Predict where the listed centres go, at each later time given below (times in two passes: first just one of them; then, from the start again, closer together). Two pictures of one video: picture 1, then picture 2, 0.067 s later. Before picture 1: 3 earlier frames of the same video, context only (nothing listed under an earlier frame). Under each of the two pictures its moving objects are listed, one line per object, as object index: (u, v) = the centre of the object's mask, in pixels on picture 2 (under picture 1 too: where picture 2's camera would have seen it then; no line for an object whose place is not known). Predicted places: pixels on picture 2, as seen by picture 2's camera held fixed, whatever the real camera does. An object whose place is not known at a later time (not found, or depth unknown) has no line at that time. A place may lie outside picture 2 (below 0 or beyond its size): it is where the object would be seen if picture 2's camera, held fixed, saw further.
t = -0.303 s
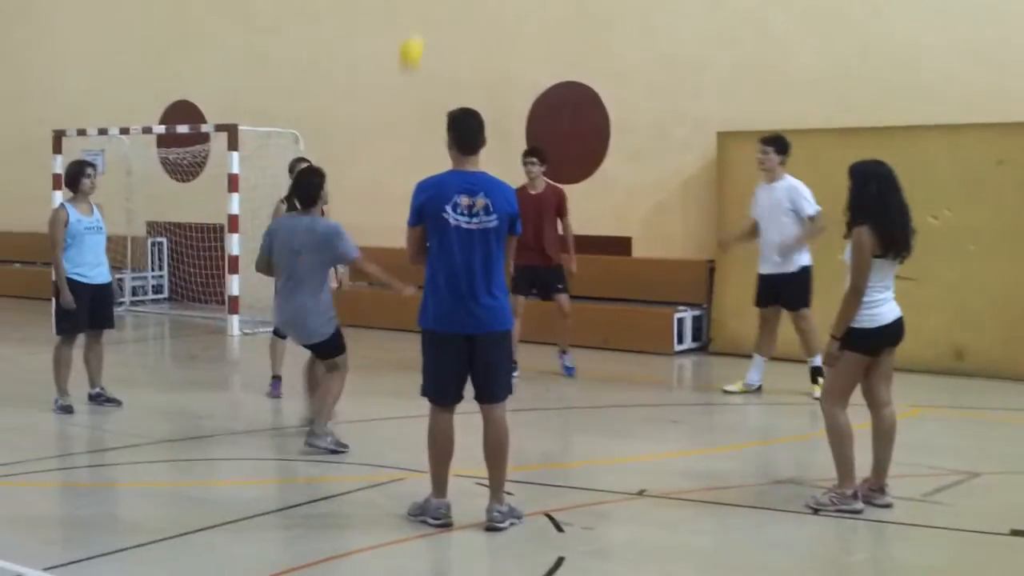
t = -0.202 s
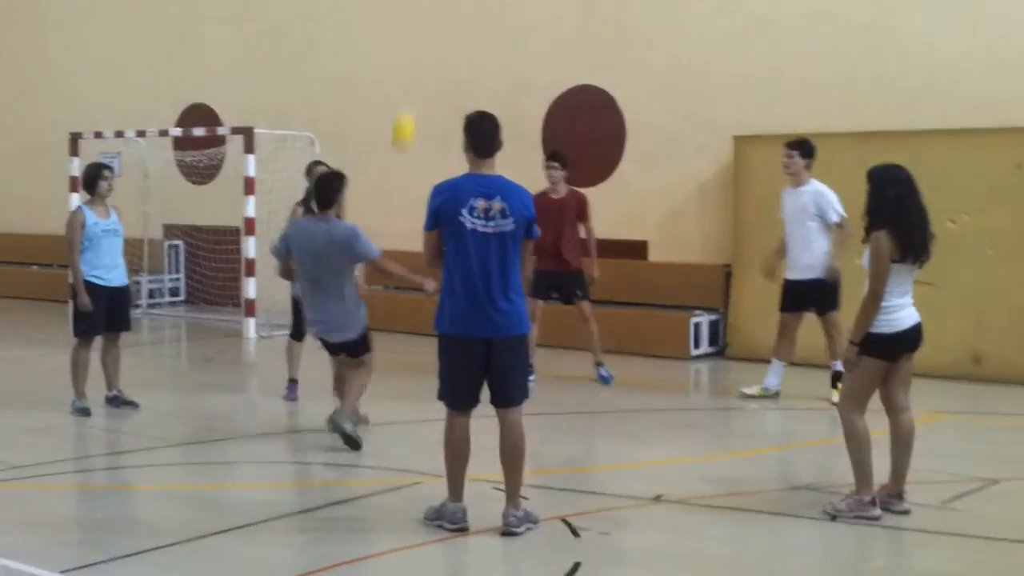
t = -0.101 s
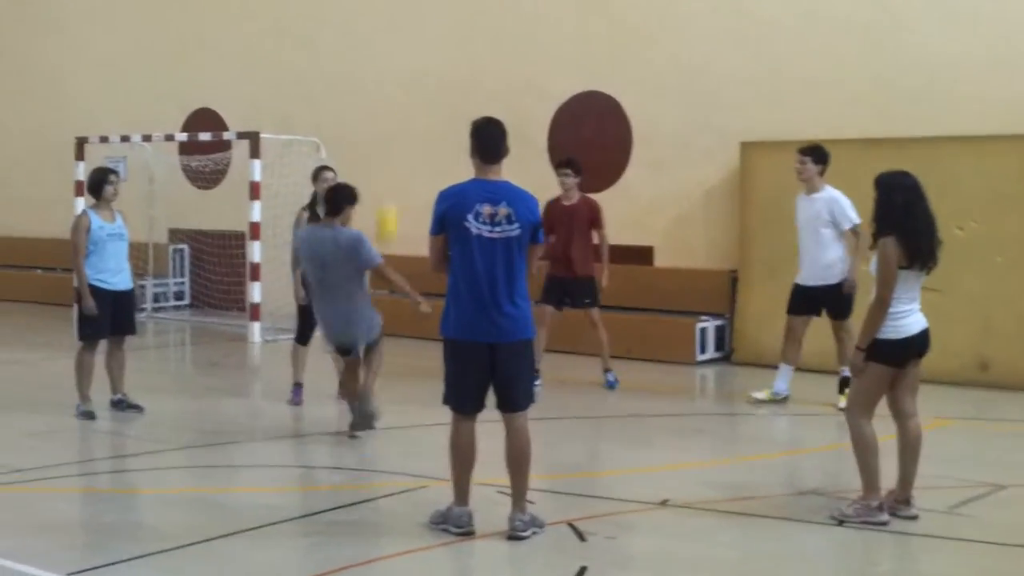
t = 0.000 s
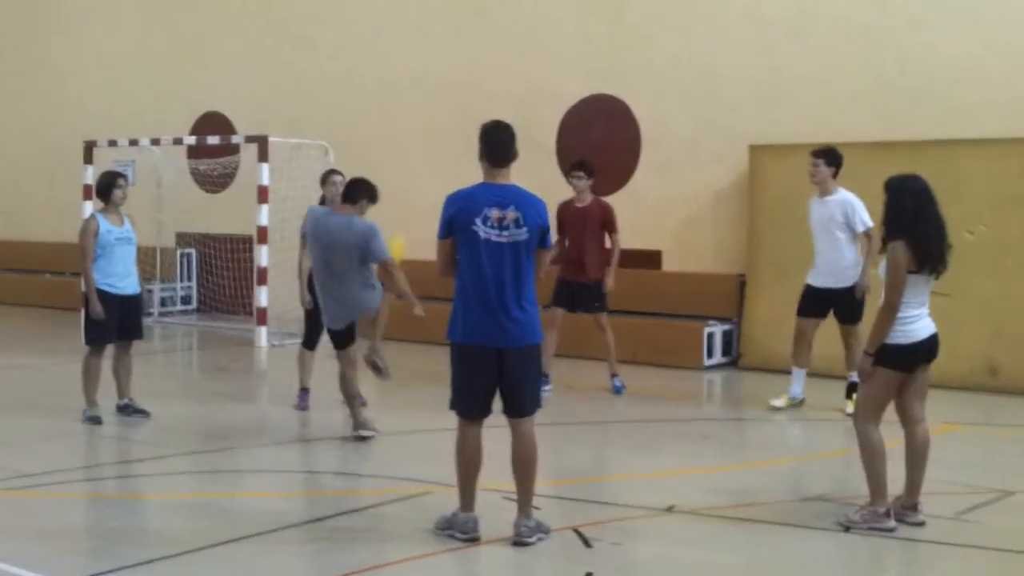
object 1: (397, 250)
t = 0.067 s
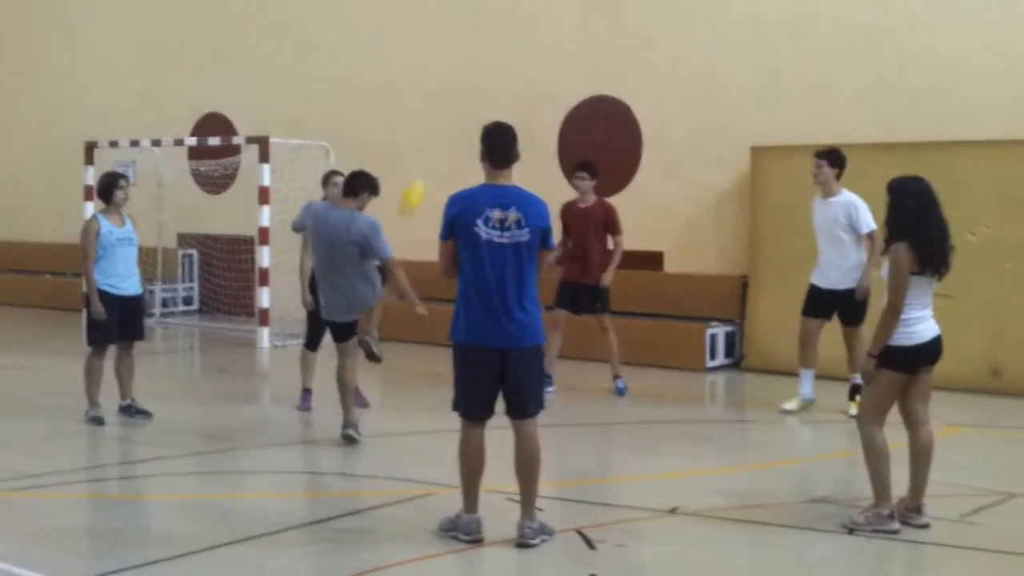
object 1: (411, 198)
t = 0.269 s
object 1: (463, 74)
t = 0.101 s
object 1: (421, 170)
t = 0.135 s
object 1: (429, 148)
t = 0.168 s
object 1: (437, 125)
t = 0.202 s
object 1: (445, 108)
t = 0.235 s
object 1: (454, 89)
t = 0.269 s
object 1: (463, 74)
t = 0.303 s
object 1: (470, 60)
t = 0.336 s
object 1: (477, 49)
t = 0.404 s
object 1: (494, 29)
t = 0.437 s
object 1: (500, 20)
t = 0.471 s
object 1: (508, 14)
